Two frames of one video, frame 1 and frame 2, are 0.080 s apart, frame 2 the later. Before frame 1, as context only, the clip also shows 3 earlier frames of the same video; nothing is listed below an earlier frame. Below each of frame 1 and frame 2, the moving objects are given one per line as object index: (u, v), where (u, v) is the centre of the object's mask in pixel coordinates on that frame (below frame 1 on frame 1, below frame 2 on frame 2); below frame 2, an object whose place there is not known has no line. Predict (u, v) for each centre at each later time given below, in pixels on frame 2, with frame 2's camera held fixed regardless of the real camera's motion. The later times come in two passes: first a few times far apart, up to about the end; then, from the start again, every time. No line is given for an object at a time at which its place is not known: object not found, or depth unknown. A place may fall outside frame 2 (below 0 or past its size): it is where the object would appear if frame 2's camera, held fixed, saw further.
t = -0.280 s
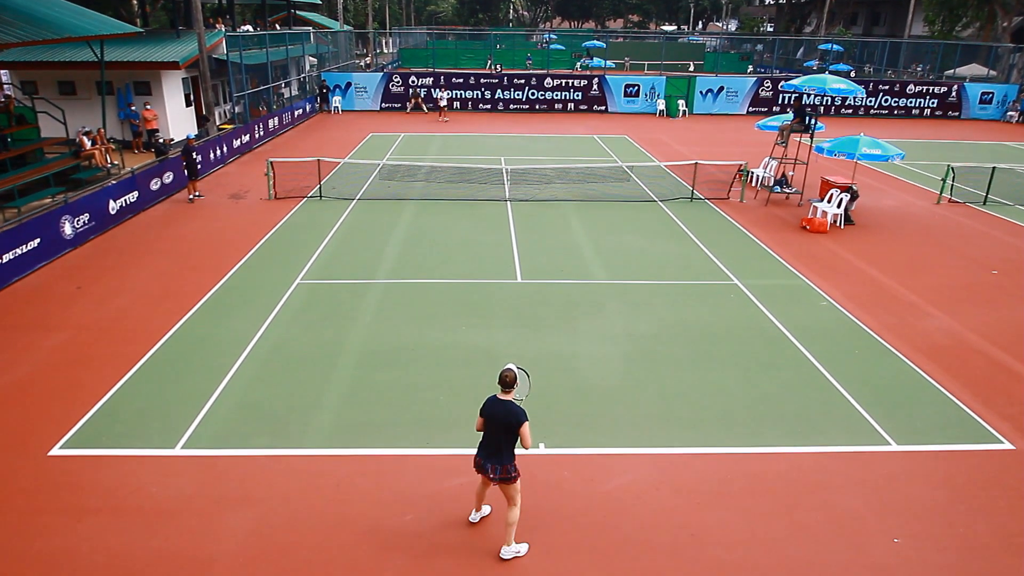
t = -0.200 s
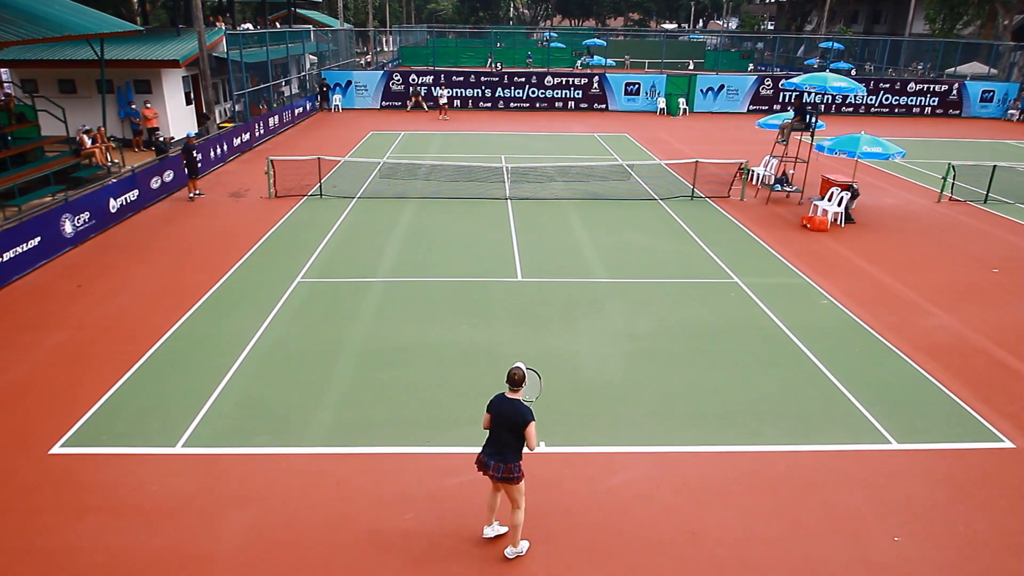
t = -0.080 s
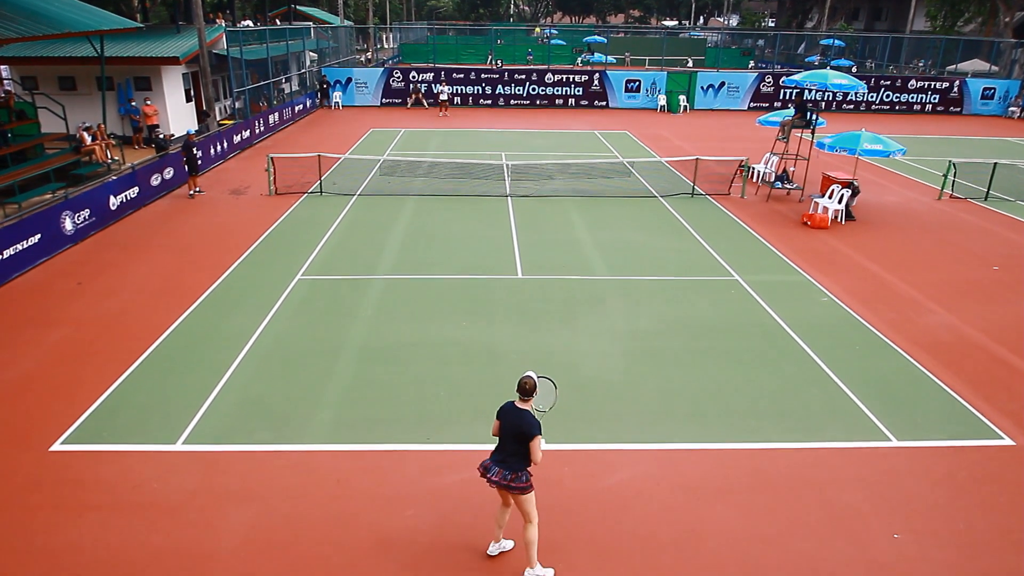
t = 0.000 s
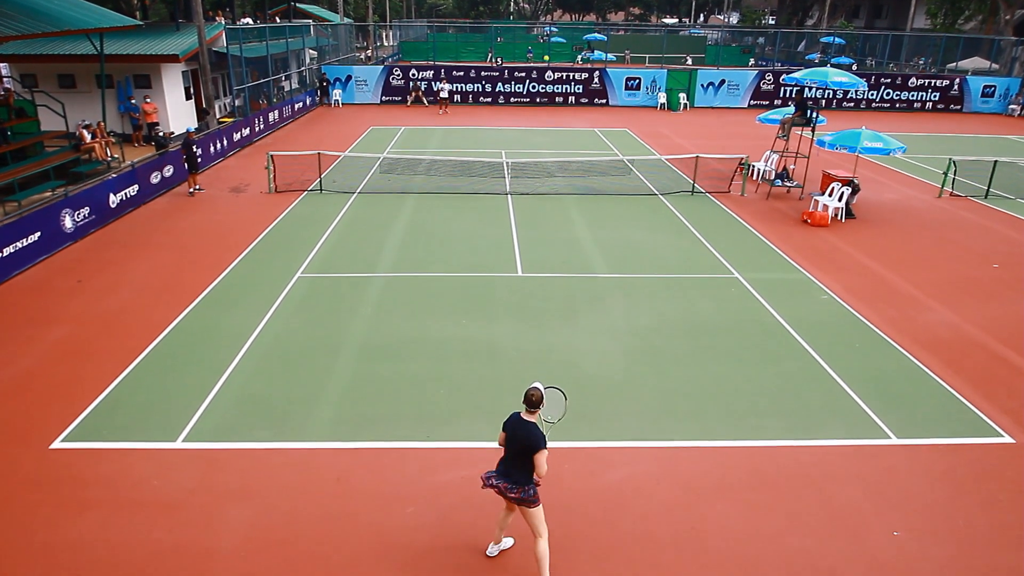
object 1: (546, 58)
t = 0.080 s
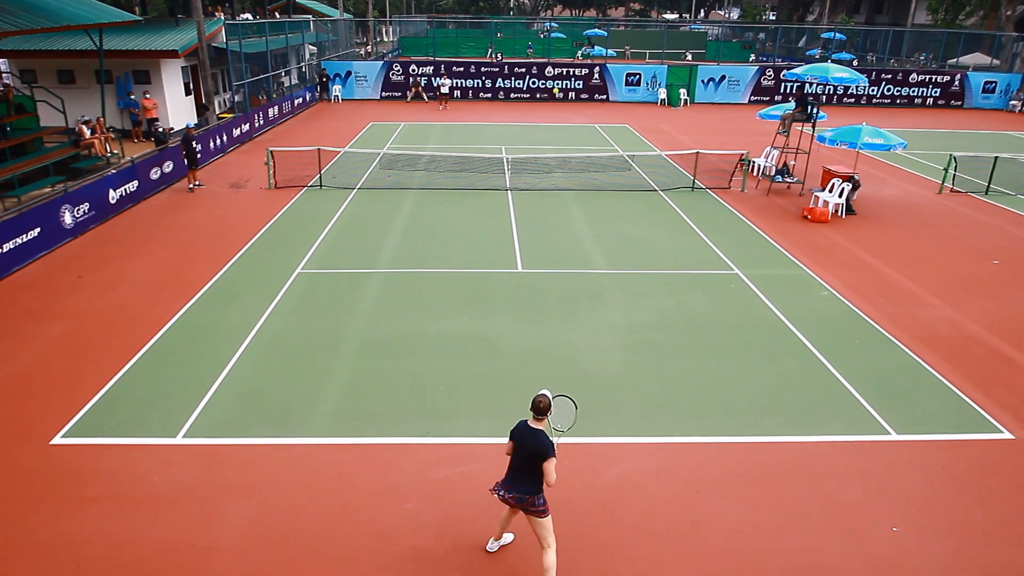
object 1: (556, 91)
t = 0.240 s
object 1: (576, 186)
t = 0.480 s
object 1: (612, 391)
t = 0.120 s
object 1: (560, 111)
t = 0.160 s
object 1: (566, 134)
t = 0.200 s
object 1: (571, 159)
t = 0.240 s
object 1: (576, 186)
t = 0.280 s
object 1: (582, 215)
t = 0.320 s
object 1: (587, 246)
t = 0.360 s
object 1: (593, 279)
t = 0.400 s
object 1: (599, 314)
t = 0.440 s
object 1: (606, 351)
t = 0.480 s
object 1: (612, 391)
